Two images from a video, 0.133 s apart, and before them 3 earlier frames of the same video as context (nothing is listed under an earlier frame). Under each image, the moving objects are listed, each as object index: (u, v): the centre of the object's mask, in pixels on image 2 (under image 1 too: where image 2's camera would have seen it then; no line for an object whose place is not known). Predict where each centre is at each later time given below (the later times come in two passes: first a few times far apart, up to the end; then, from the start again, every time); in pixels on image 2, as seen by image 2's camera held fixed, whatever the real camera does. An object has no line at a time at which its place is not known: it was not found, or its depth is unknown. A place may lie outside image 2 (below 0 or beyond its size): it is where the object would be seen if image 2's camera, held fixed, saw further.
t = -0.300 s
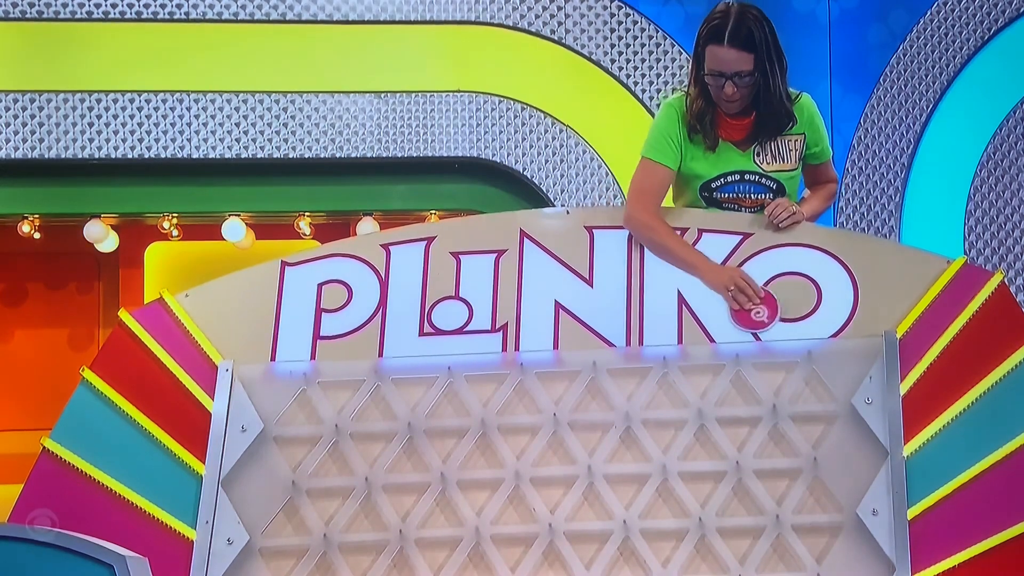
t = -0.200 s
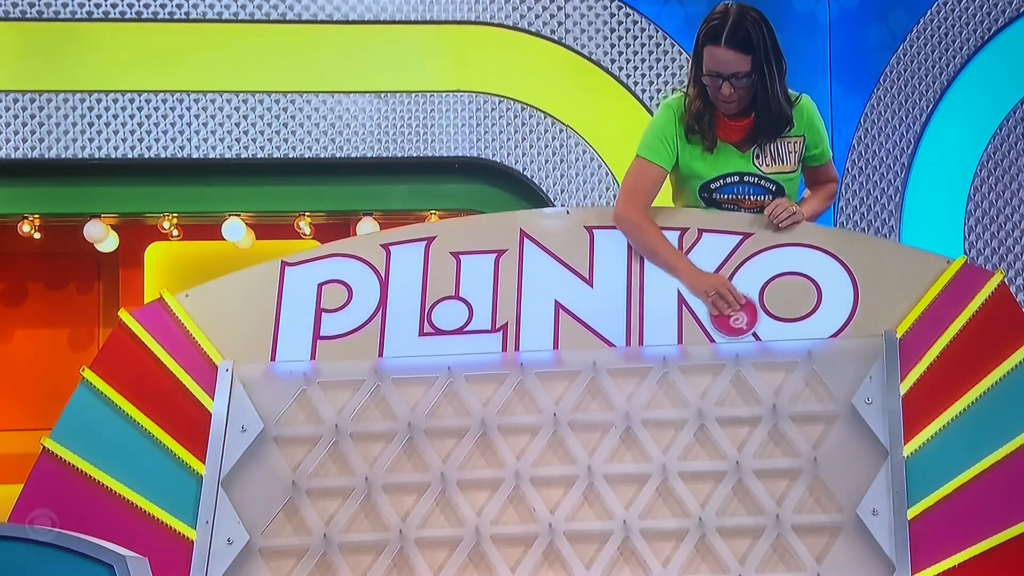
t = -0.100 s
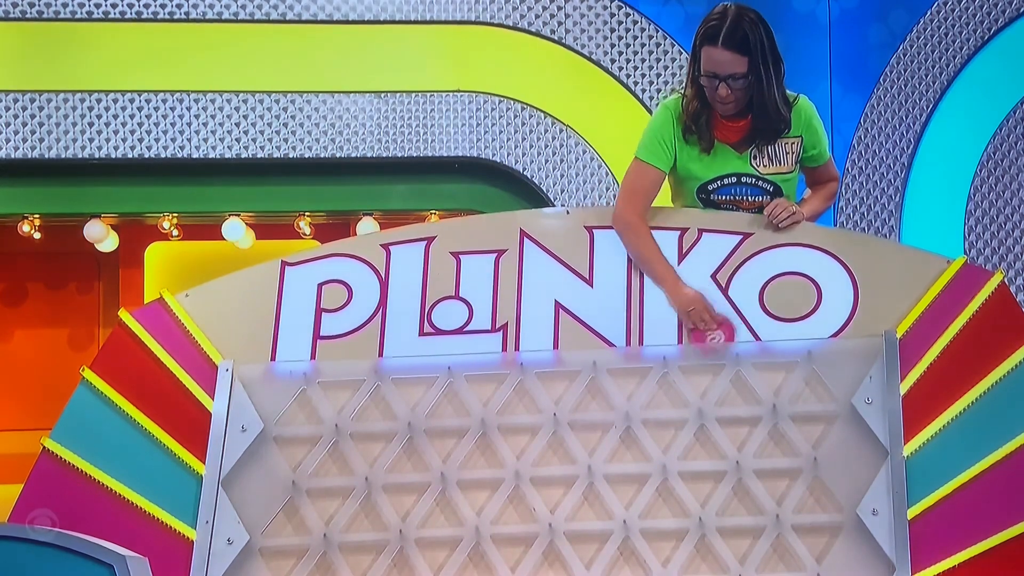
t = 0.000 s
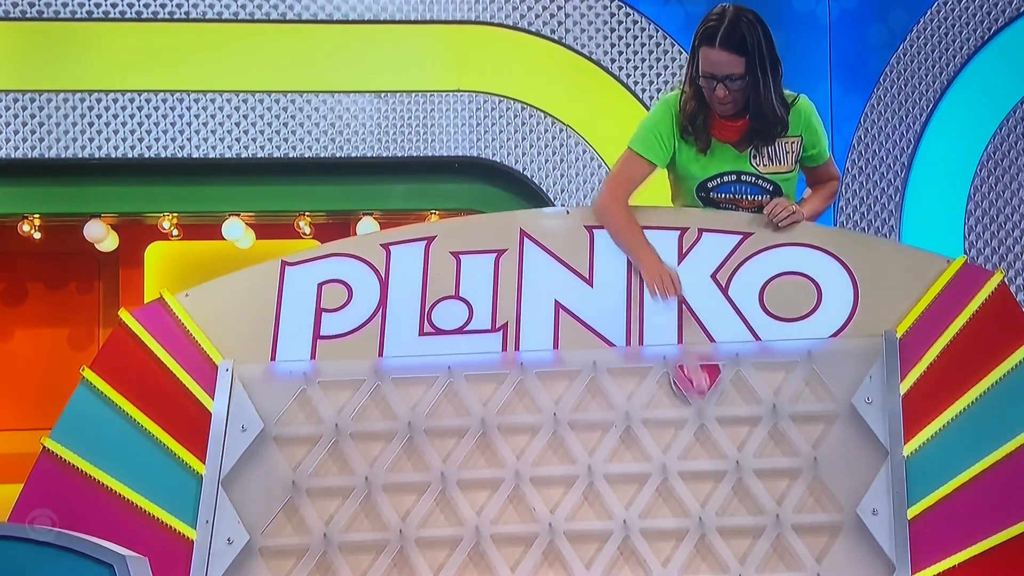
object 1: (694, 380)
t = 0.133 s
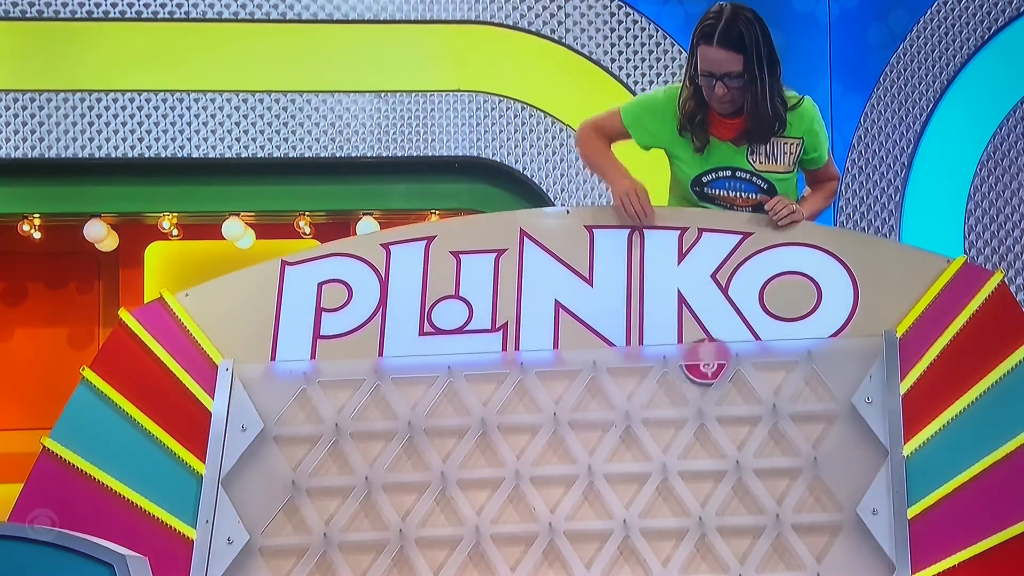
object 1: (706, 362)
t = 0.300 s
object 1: (702, 385)
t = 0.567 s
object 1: (713, 384)
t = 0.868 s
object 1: (751, 437)
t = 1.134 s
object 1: (742, 438)
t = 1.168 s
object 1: (743, 438)
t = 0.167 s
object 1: (704, 371)
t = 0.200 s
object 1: (703, 372)
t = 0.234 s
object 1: (703, 374)
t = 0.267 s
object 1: (706, 377)
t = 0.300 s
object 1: (702, 385)
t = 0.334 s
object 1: (703, 385)
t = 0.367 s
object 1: (704, 381)
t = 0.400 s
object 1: (705, 381)
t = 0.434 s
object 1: (706, 383)
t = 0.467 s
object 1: (707, 387)
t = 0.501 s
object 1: (710, 385)
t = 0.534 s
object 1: (711, 383)
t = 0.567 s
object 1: (713, 384)
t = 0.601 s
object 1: (716, 386)
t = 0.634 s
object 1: (718, 392)
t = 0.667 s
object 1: (723, 393)
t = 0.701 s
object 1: (729, 396)
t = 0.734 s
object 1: (736, 401)
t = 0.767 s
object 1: (740, 410)
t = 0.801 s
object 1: (746, 421)
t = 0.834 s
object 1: (747, 434)
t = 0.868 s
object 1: (751, 437)
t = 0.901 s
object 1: (754, 434)
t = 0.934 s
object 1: (745, 440)
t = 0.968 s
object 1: (744, 434)
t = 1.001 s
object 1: (744, 427)
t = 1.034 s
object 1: (743, 425)
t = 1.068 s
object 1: (742, 427)
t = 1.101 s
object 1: (742, 431)
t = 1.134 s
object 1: (742, 438)
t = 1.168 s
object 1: (743, 438)
